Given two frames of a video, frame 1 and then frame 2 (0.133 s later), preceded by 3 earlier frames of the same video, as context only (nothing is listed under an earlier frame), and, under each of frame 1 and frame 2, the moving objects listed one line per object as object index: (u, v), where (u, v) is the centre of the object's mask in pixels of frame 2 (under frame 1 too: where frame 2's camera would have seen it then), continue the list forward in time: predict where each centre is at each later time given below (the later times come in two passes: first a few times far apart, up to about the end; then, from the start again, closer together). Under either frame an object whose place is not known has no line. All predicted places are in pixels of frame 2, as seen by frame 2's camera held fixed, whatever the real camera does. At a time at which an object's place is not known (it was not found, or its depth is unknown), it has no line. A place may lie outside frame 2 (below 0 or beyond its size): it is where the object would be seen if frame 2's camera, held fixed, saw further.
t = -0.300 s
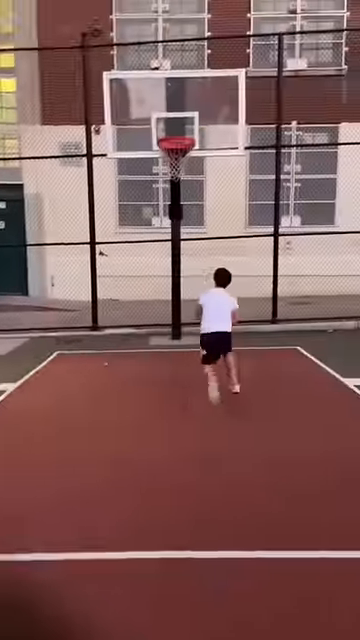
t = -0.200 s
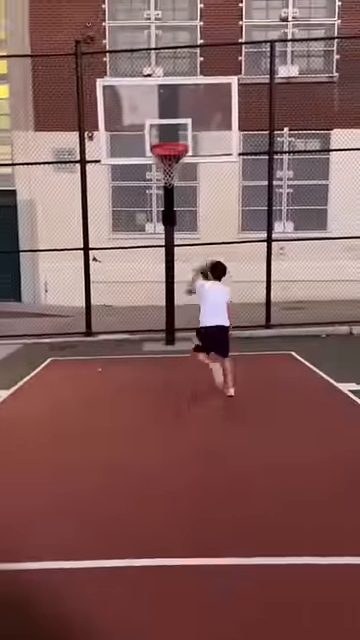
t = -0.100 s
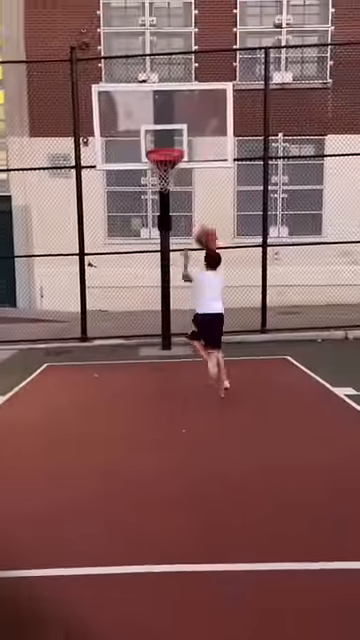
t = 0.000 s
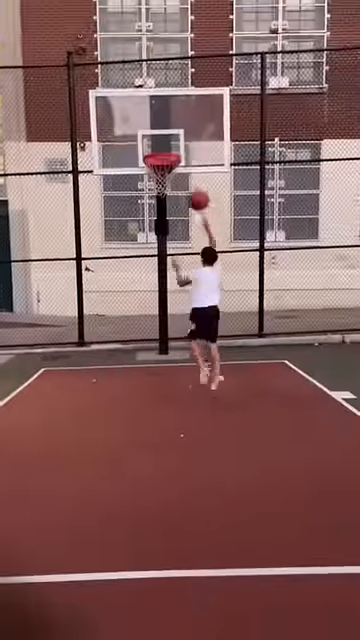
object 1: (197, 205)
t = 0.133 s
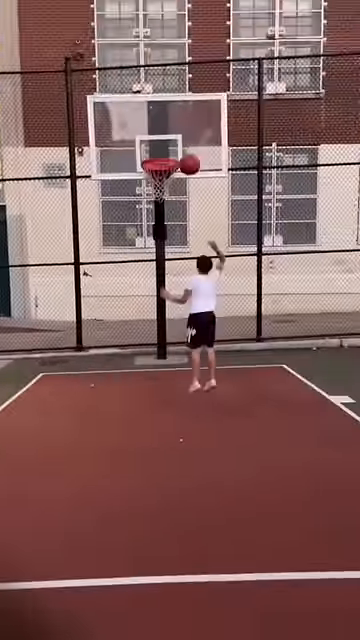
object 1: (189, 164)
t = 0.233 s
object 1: (184, 148)
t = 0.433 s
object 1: (178, 139)
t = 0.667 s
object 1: (162, 156)
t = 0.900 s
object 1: (165, 172)
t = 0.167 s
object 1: (187, 158)
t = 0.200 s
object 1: (186, 151)
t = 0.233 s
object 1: (184, 148)
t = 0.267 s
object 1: (182, 143)
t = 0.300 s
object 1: (181, 140)
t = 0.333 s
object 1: (179, 139)
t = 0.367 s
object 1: (179, 139)
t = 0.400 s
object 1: (179, 139)
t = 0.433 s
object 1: (178, 139)
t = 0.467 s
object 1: (172, 141)
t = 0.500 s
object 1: (171, 142)
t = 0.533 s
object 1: (170, 144)
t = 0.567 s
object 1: (167, 150)
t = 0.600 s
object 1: (167, 151)
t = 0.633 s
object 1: (162, 156)
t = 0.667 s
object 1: (162, 156)
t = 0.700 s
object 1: (162, 155)
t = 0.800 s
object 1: (157, 158)
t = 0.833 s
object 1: (157, 158)
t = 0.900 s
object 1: (165, 172)
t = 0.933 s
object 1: (164, 175)
